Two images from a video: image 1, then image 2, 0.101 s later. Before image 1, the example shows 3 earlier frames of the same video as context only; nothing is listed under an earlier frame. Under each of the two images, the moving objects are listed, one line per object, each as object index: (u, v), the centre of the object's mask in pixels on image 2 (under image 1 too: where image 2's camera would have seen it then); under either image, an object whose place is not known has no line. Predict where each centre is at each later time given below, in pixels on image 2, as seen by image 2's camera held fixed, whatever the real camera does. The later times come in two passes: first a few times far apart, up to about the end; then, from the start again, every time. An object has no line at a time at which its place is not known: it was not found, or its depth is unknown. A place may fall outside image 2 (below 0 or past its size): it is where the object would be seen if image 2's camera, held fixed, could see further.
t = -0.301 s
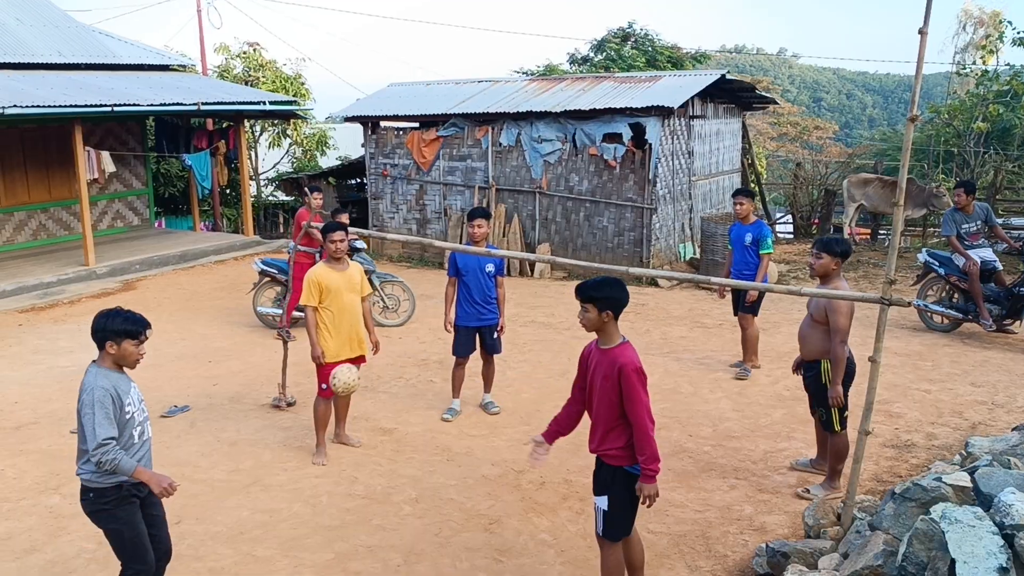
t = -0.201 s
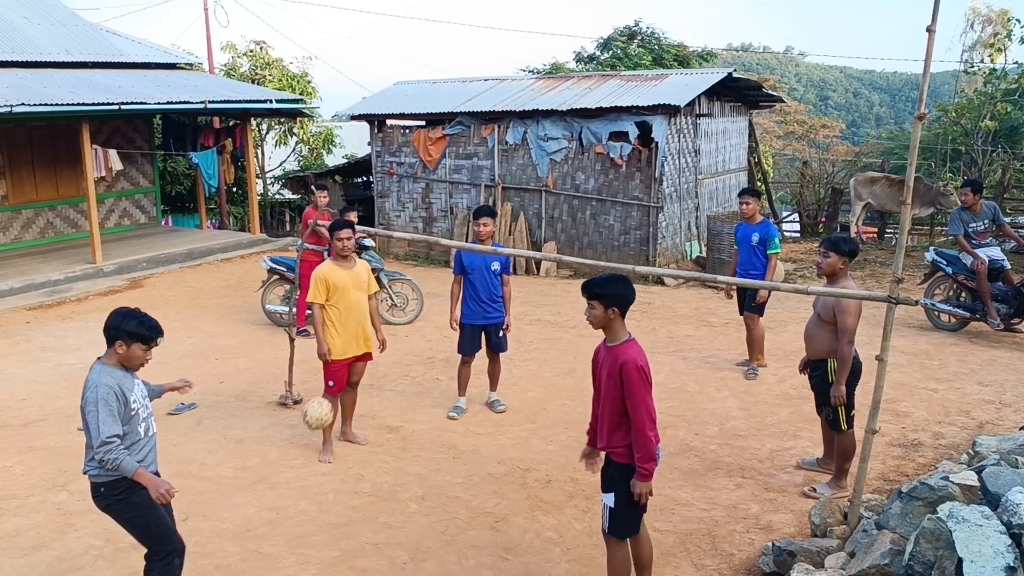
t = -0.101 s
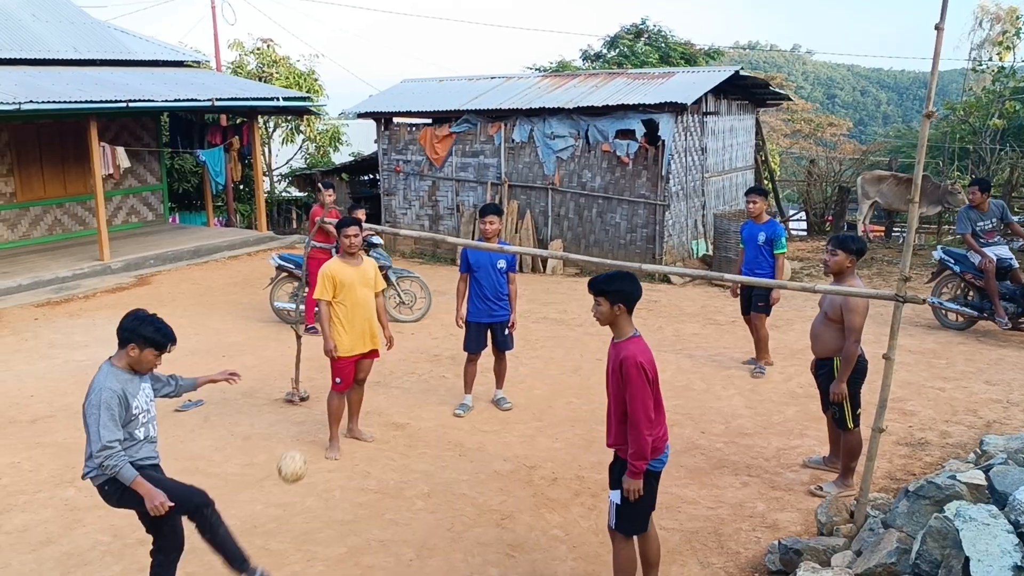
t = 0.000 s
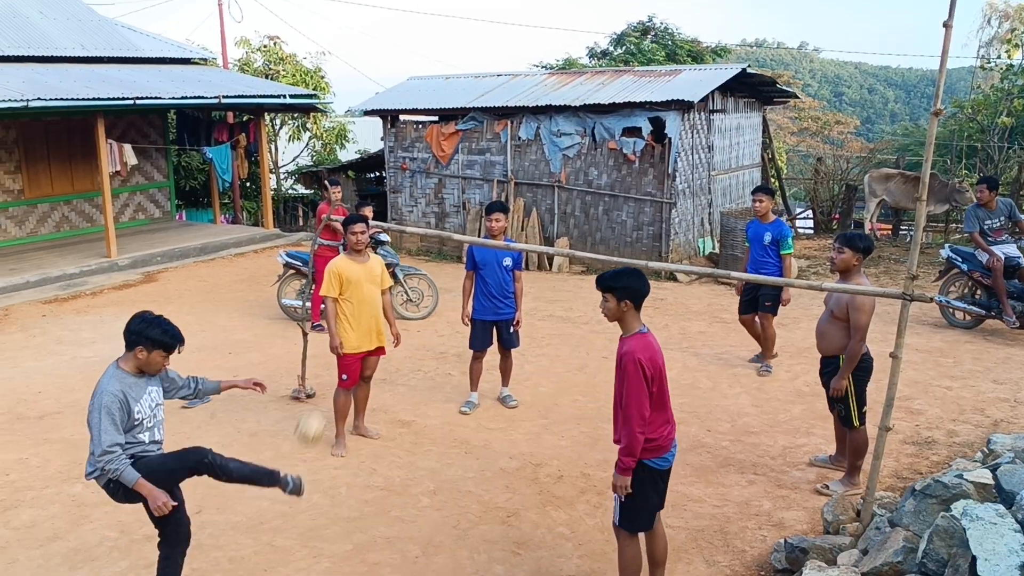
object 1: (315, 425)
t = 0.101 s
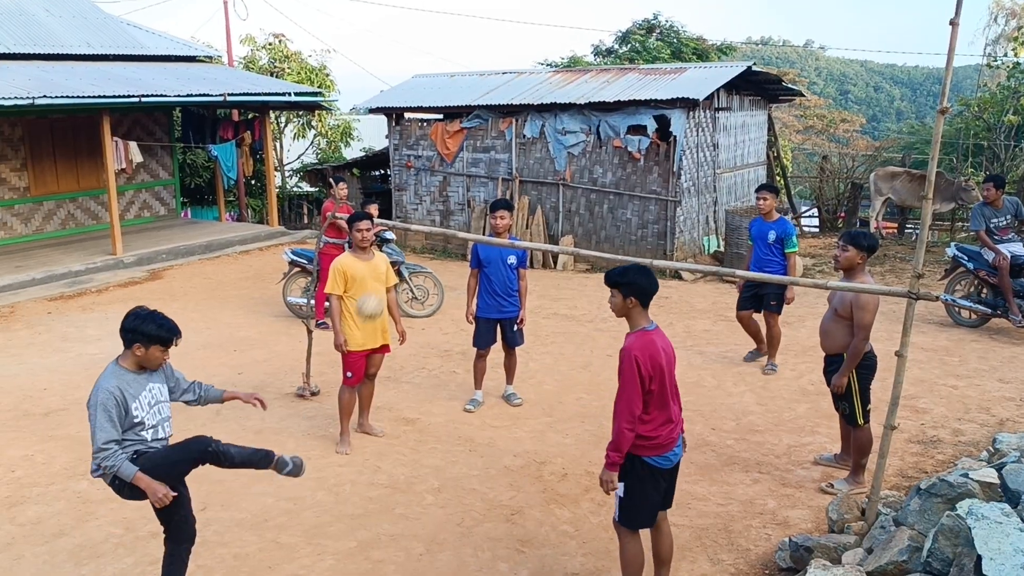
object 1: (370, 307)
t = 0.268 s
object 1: (446, 176)
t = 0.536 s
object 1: (543, 102)
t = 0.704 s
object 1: (589, 119)
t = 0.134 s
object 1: (386, 275)
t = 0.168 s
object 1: (403, 244)
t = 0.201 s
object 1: (417, 218)
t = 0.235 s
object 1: (432, 196)
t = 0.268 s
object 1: (446, 176)
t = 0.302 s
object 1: (460, 159)
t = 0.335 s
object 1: (473, 143)
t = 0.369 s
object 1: (486, 131)
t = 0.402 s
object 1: (498, 121)
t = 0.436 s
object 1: (509, 114)
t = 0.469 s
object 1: (521, 108)
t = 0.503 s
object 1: (532, 104)
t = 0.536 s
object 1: (543, 102)
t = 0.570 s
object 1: (552, 103)
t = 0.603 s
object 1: (562, 105)
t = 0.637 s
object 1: (572, 108)
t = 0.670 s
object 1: (581, 113)
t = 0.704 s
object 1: (589, 119)
